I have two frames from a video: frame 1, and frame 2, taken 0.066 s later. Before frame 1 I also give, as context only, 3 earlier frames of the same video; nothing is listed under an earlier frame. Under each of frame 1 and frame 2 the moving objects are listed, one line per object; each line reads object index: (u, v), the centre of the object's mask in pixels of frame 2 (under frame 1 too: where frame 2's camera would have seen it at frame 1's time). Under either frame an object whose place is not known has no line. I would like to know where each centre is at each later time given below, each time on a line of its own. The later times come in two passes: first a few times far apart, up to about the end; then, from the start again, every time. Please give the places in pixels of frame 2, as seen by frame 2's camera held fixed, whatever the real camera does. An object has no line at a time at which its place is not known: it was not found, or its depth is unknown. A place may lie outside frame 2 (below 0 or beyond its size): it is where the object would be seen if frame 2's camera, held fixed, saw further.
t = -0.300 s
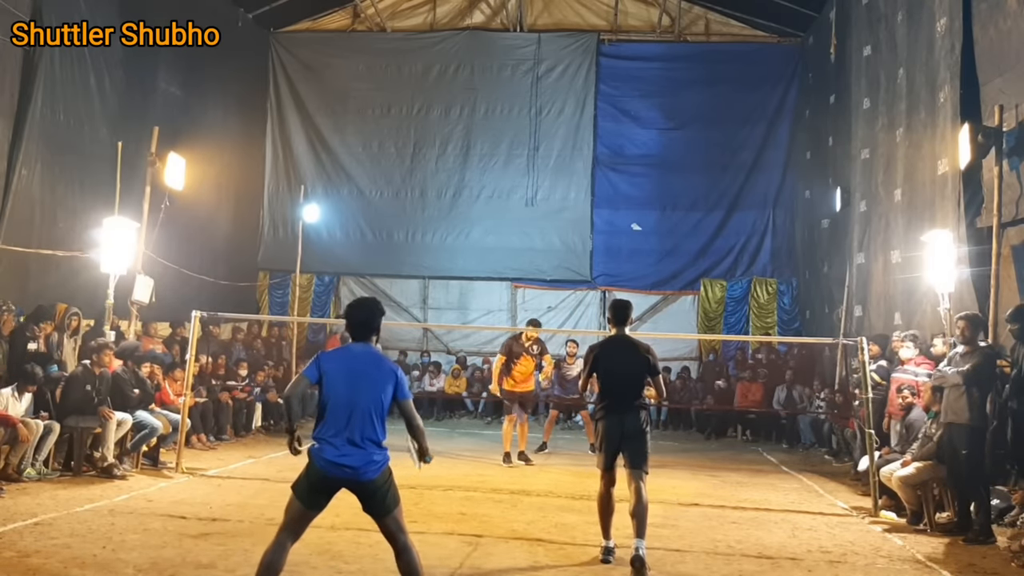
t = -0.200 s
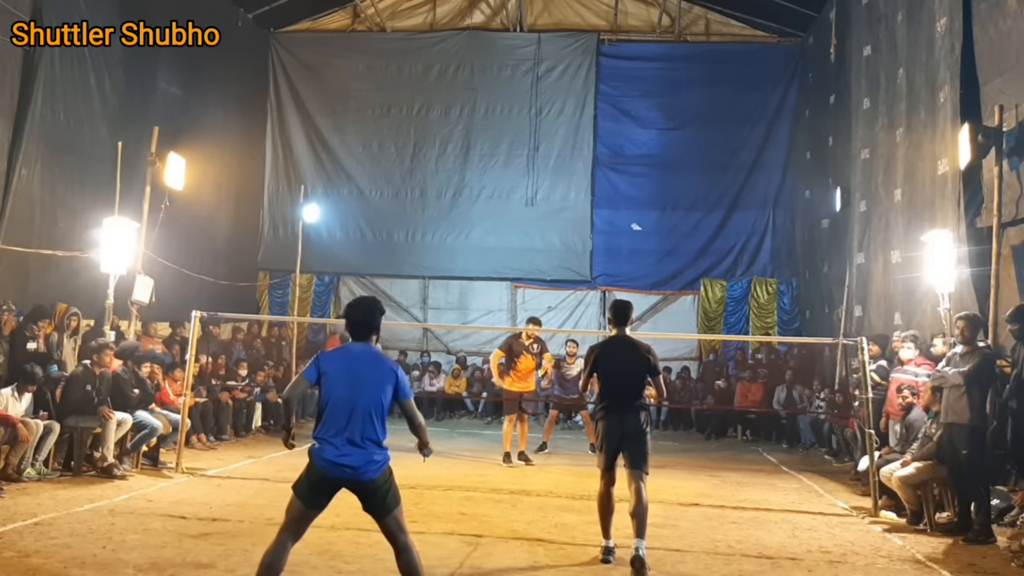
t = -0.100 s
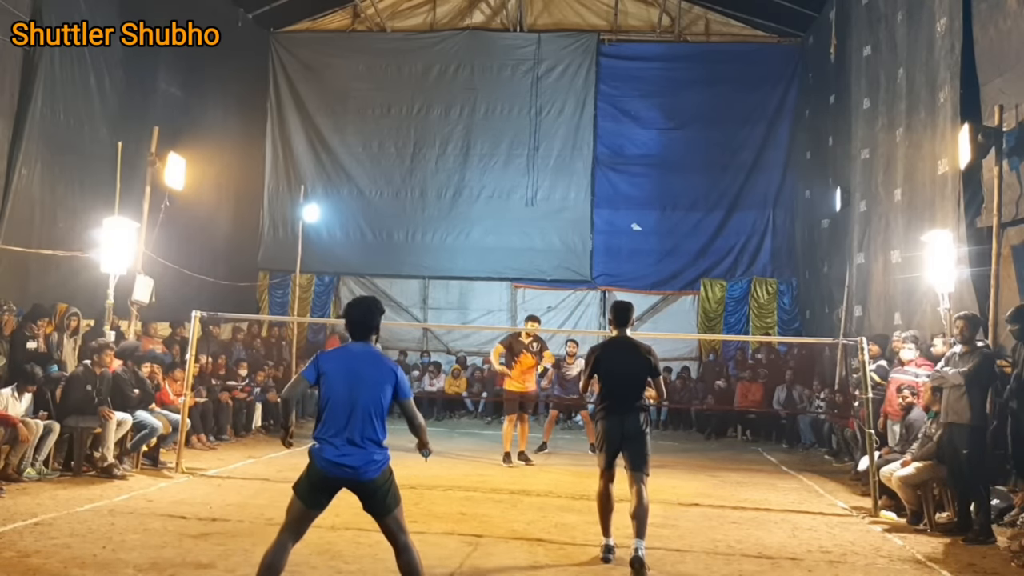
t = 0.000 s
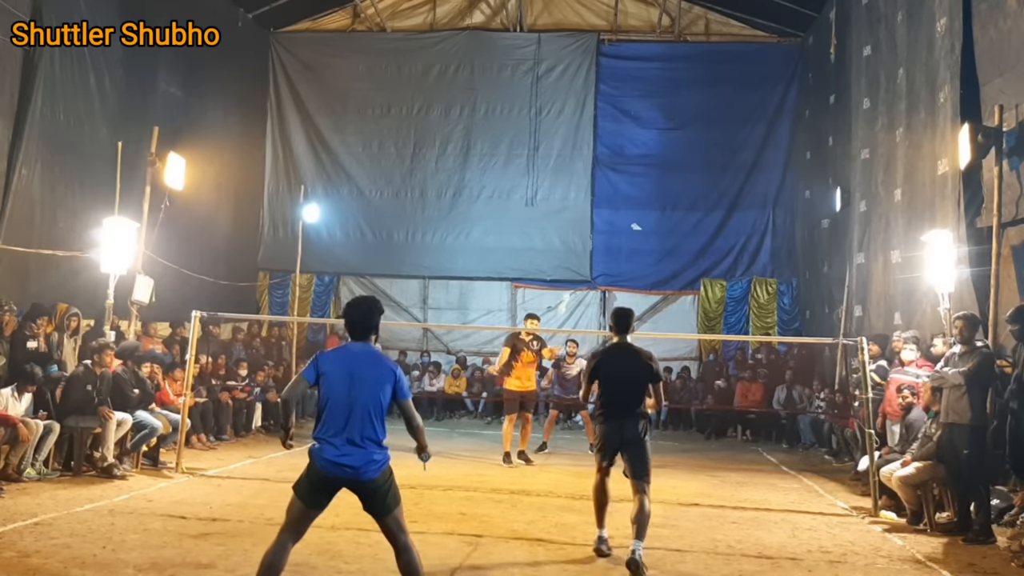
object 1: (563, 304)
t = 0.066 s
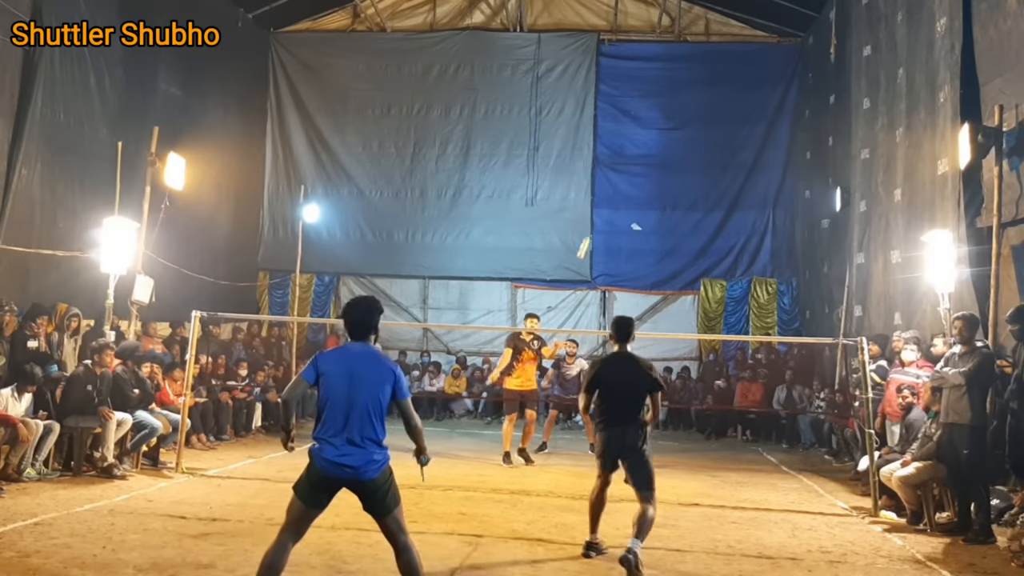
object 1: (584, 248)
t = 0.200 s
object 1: (622, 151)
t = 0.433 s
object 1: (686, 36)
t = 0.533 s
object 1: (713, 9)
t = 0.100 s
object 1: (594, 221)
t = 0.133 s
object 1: (604, 195)
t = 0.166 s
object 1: (613, 173)
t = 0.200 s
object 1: (622, 151)
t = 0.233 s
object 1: (632, 129)
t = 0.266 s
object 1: (641, 111)
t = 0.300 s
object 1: (650, 94)
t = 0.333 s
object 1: (659, 77)
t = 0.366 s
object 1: (669, 62)
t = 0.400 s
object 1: (677, 48)
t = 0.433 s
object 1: (686, 36)
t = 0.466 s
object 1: (696, 25)
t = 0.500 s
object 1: (704, 17)
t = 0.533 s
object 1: (713, 9)
